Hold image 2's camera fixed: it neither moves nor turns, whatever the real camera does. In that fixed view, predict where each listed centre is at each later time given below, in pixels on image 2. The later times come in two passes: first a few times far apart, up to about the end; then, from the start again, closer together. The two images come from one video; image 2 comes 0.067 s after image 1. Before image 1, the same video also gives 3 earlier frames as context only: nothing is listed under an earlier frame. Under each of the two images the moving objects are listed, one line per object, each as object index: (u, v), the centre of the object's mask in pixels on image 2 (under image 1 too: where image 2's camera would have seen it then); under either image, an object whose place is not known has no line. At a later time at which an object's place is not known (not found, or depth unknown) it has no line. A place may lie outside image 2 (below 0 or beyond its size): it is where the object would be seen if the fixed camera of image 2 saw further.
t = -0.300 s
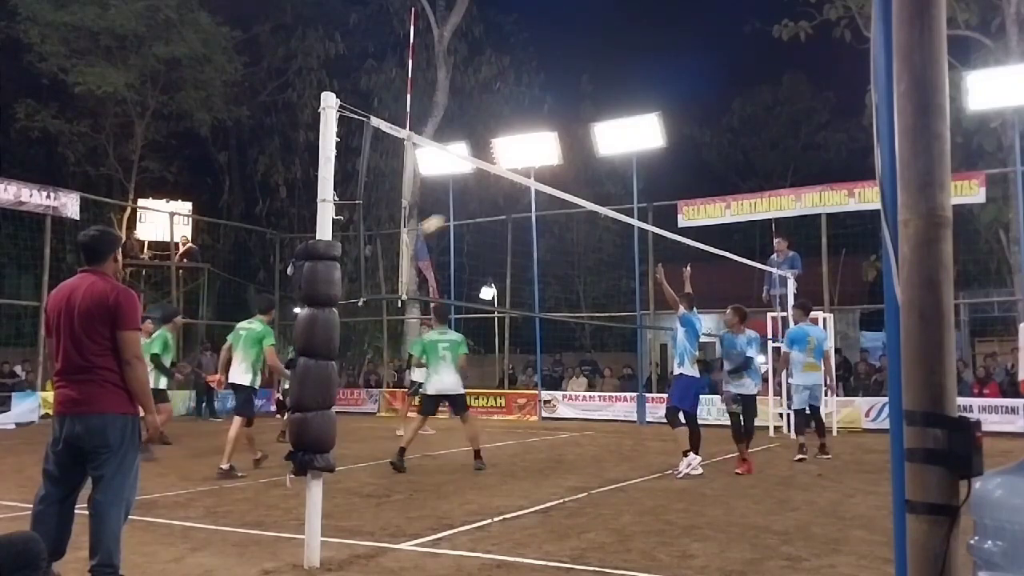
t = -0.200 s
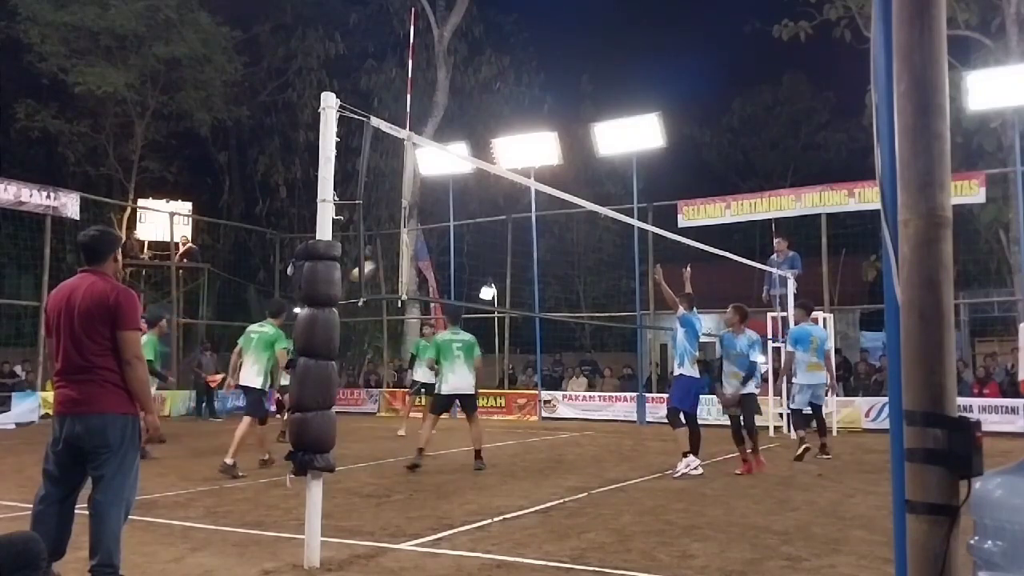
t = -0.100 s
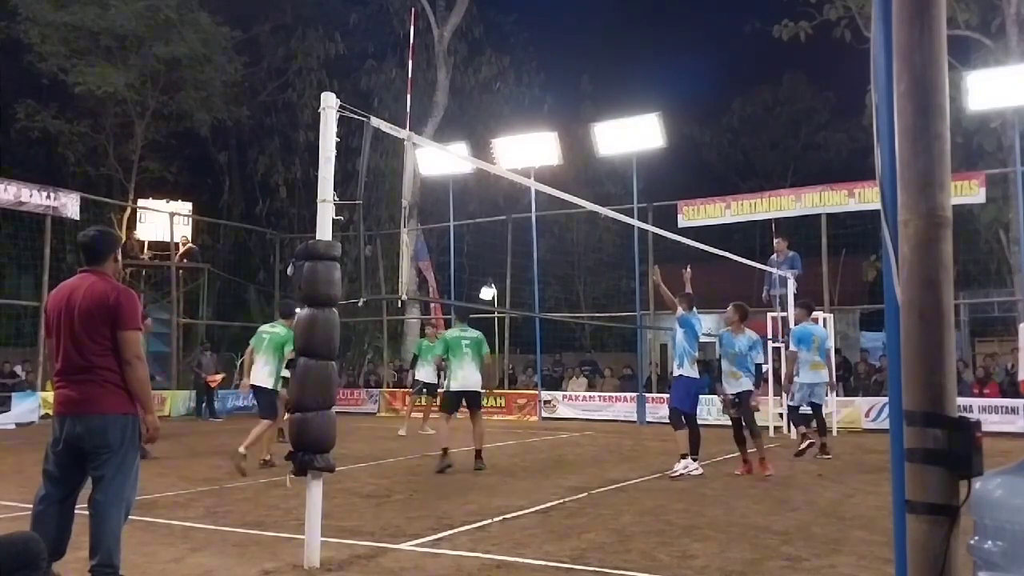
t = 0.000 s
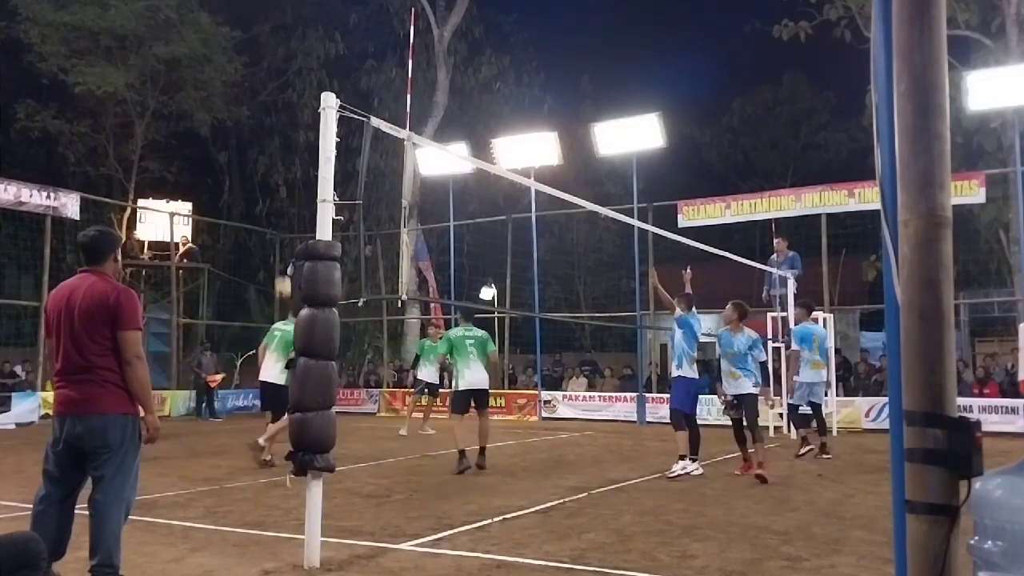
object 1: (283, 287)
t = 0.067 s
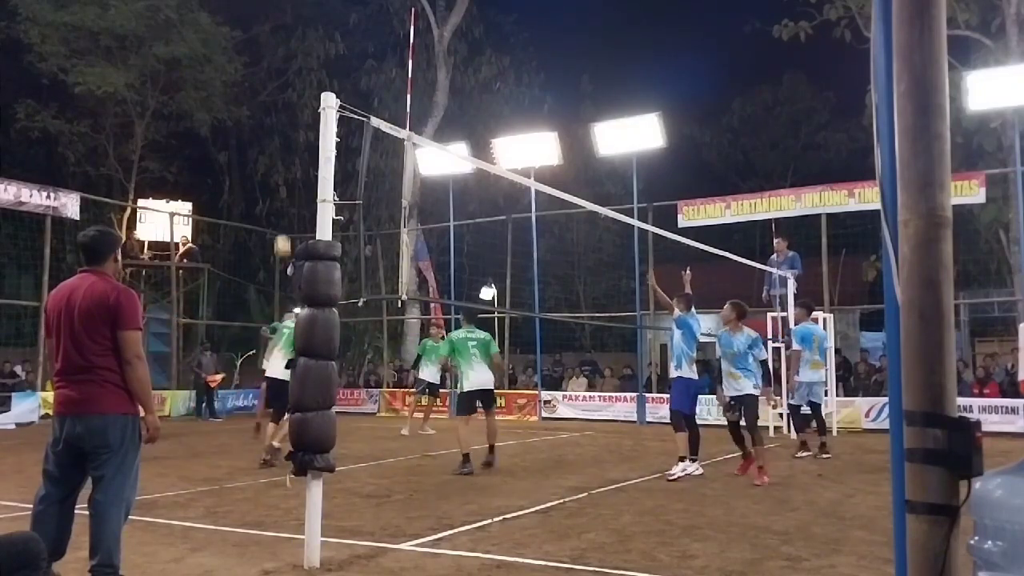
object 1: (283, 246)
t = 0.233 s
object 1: (280, 157)
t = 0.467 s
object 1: (276, 58)
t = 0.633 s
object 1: (271, 10)
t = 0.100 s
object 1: (282, 228)
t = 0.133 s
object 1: (282, 209)
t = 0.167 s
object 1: (281, 191)
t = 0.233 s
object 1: (280, 157)
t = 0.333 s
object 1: (278, 111)
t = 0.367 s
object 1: (278, 97)
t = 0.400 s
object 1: (277, 83)
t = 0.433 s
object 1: (276, 70)
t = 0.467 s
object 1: (276, 58)
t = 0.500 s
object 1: (275, 47)
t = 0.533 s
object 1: (274, 36)
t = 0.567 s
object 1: (273, 27)
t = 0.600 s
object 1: (272, 17)
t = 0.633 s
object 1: (271, 10)
